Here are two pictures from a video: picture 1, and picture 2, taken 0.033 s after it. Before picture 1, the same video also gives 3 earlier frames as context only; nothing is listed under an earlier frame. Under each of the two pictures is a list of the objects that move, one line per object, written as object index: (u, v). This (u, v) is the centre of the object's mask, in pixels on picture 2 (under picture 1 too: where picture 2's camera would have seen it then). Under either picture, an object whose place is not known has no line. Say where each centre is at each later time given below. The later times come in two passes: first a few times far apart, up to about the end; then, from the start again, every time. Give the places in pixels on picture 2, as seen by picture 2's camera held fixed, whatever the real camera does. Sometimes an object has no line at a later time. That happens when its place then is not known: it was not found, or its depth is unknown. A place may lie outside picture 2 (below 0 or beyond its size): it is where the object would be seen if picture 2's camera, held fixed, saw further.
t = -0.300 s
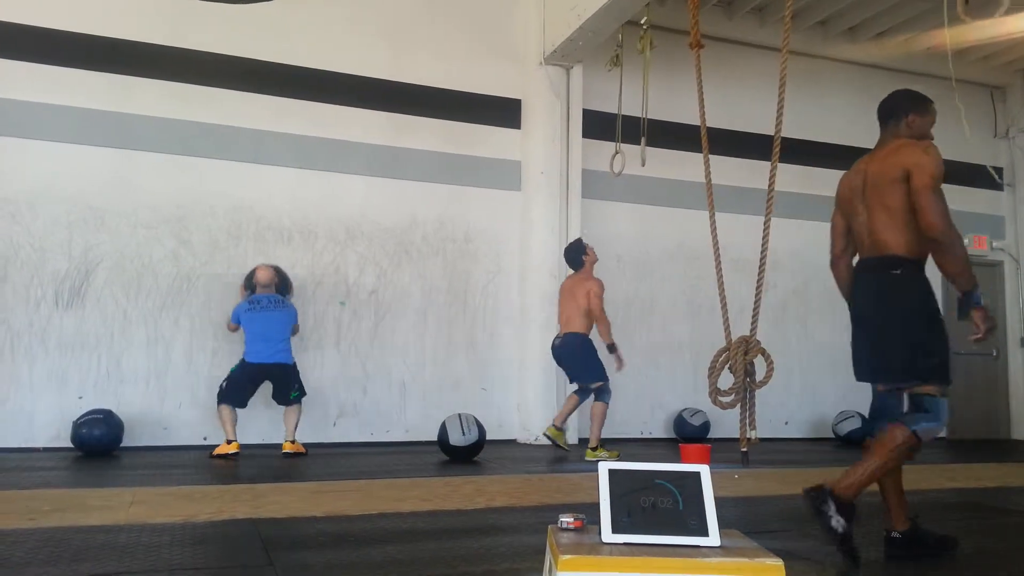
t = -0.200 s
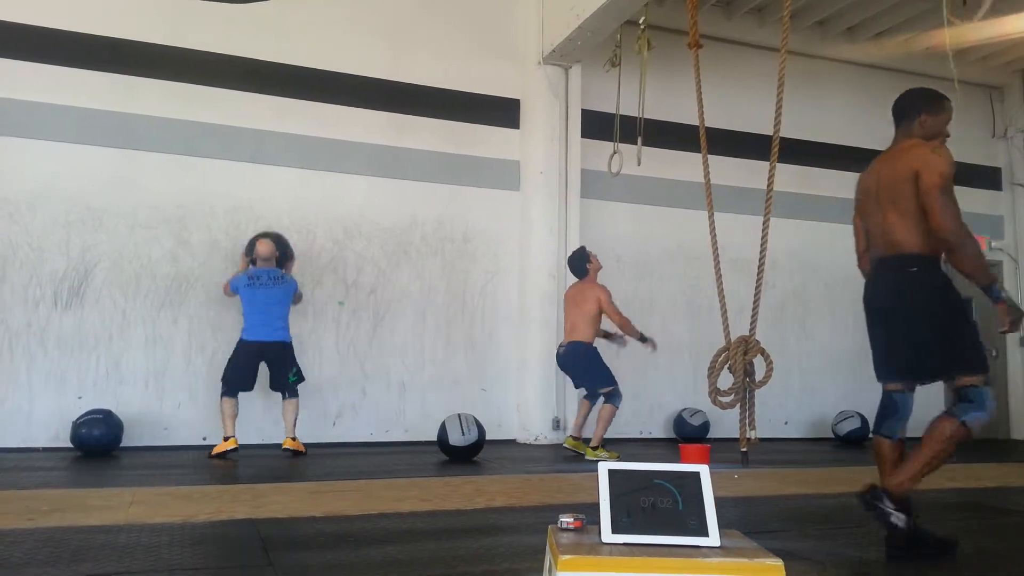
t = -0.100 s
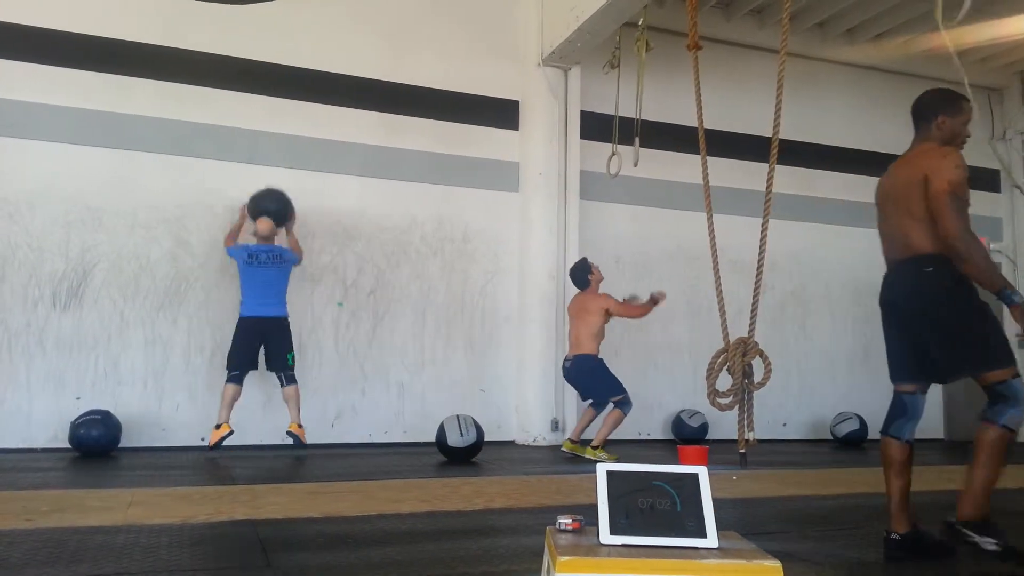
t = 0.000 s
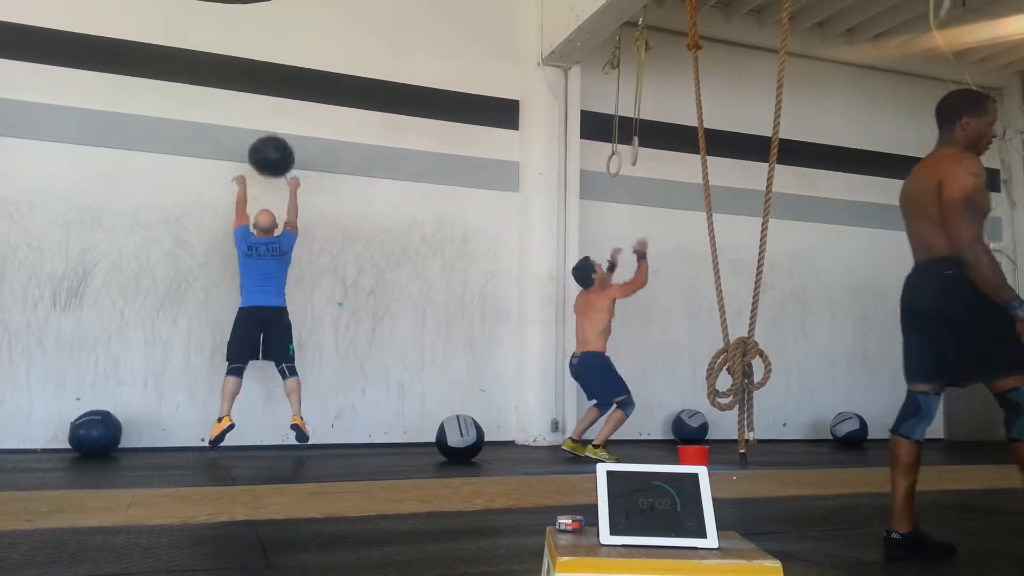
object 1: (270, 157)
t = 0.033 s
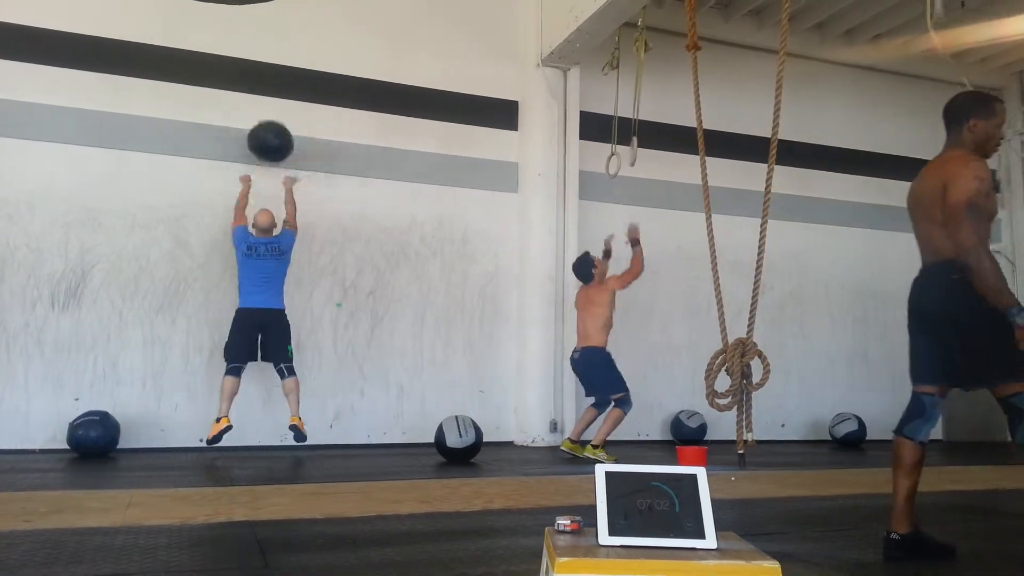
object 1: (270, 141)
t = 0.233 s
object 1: (268, 75)
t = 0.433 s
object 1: (263, 57)
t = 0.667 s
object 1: (256, 90)
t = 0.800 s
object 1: (250, 138)
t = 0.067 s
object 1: (270, 127)
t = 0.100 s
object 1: (269, 115)
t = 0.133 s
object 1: (269, 104)
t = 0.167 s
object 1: (269, 94)
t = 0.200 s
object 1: (269, 83)
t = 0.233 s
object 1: (268, 75)
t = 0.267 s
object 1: (267, 68)
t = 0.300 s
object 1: (266, 65)
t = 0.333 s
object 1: (266, 61)
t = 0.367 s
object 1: (264, 58)
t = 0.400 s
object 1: (263, 57)
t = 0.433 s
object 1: (263, 57)
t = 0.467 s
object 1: (262, 57)
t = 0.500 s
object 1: (261, 59)
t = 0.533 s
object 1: (259, 63)
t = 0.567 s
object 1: (258, 68)
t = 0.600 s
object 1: (258, 73)
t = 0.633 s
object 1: (257, 80)
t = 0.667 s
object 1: (256, 90)
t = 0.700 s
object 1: (254, 100)
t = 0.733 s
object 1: (252, 111)
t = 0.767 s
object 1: (251, 124)
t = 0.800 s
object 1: (250, 138)
